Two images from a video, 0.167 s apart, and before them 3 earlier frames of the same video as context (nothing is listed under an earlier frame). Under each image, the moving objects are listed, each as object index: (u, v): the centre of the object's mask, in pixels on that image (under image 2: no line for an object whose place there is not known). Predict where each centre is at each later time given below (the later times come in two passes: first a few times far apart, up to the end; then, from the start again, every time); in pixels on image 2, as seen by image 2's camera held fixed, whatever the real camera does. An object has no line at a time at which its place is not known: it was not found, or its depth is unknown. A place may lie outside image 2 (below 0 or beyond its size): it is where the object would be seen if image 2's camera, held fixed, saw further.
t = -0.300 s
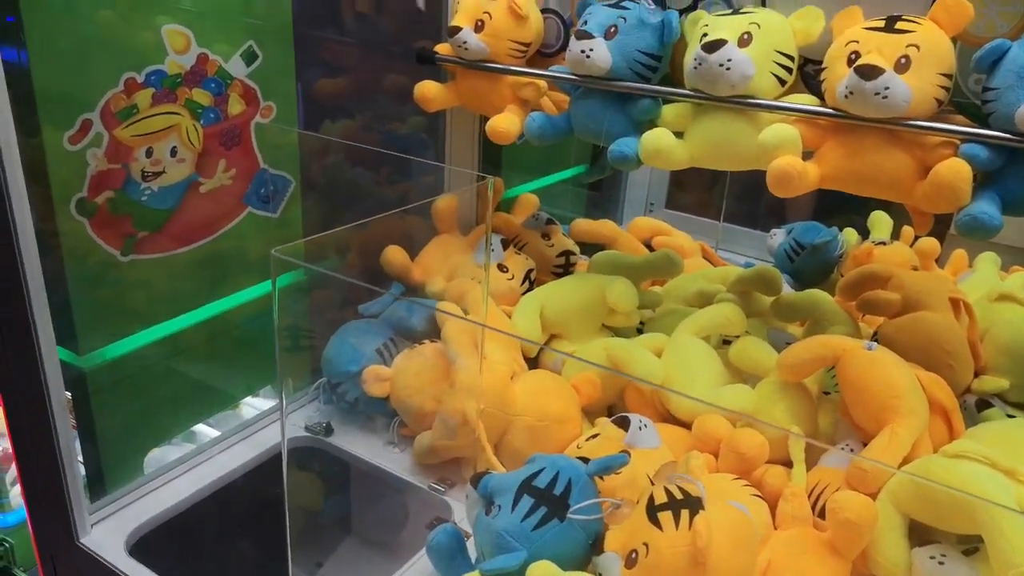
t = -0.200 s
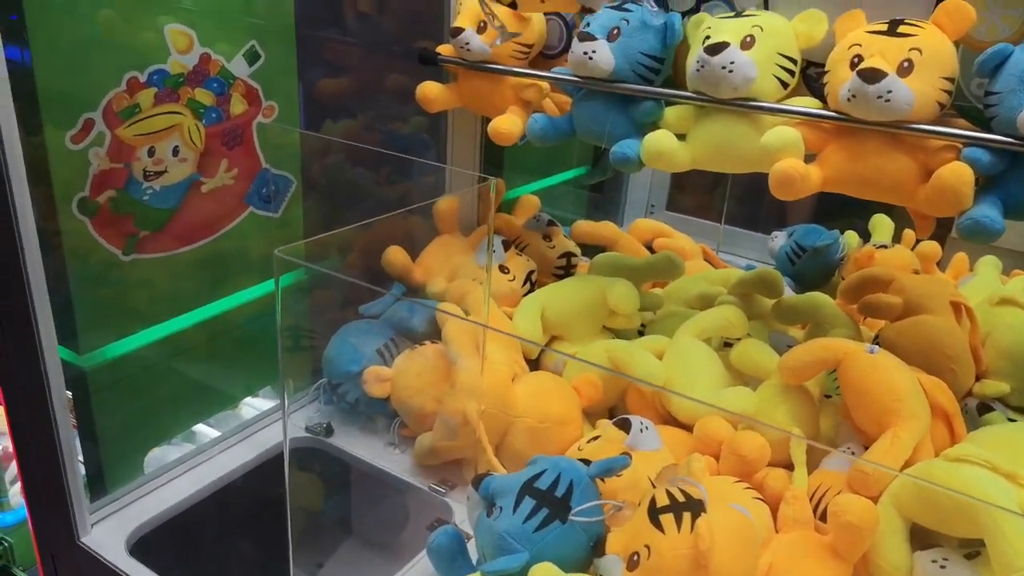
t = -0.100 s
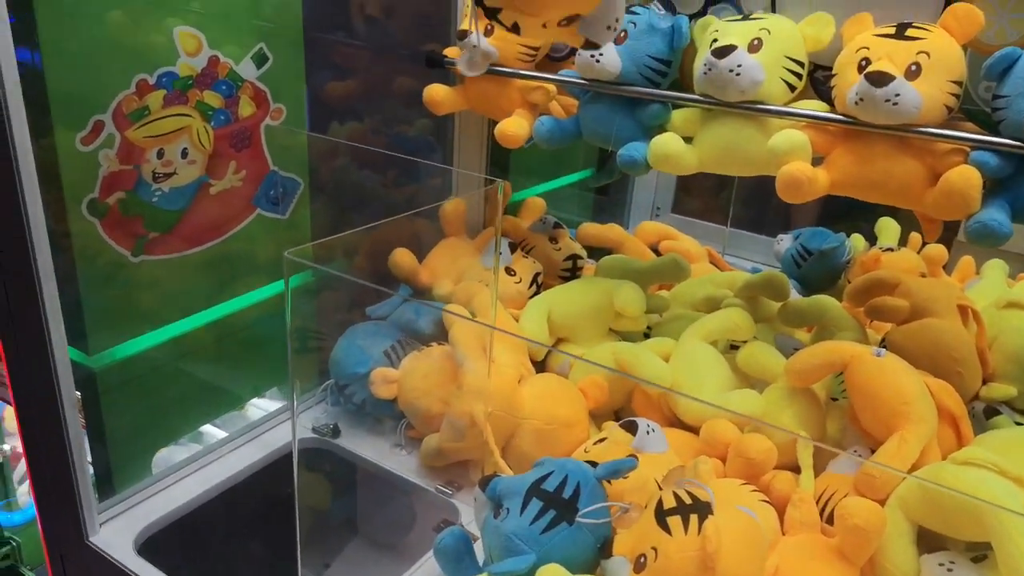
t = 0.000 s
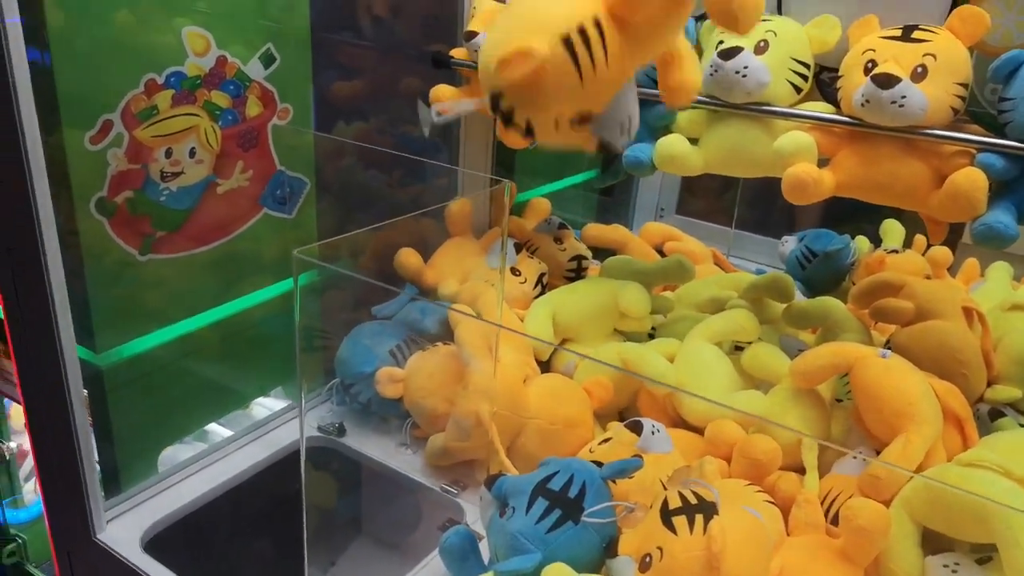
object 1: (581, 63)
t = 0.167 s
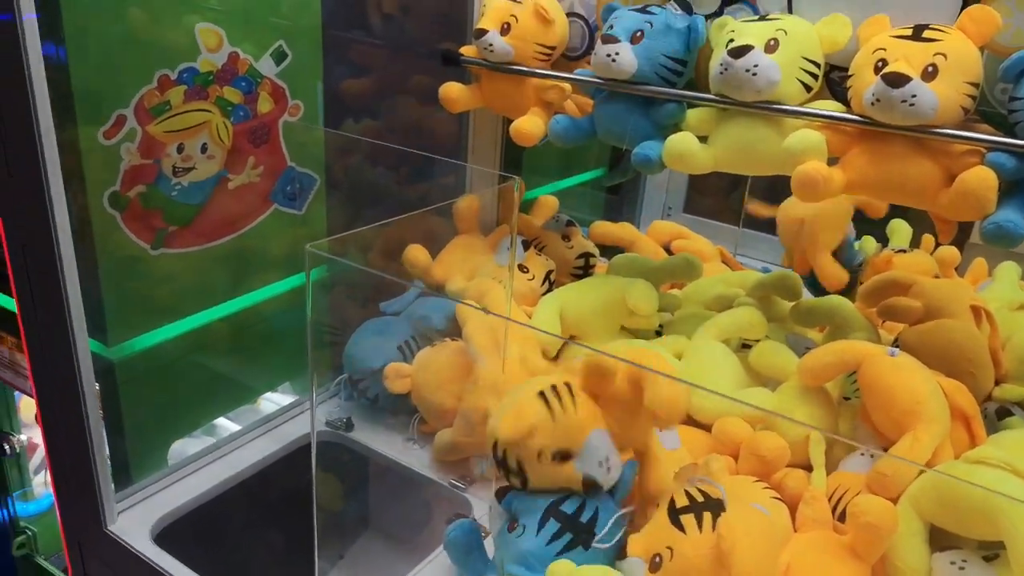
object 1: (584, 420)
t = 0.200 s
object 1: (599, 406)
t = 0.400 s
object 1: (597, 356)
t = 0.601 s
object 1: (591, 373)
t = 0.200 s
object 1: (599, 406)
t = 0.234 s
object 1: (613, 400)
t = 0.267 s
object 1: (621, 381)
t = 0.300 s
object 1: (619, 358)
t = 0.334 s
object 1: (612, 349)
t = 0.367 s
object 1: (604, 350)
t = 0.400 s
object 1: (597, 356)
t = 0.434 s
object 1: (585, 352)
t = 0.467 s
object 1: (589, 349)
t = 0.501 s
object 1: (589, 352)
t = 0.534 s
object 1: (590, 363)
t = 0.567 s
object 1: (591, 371)
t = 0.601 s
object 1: (591, 373)
